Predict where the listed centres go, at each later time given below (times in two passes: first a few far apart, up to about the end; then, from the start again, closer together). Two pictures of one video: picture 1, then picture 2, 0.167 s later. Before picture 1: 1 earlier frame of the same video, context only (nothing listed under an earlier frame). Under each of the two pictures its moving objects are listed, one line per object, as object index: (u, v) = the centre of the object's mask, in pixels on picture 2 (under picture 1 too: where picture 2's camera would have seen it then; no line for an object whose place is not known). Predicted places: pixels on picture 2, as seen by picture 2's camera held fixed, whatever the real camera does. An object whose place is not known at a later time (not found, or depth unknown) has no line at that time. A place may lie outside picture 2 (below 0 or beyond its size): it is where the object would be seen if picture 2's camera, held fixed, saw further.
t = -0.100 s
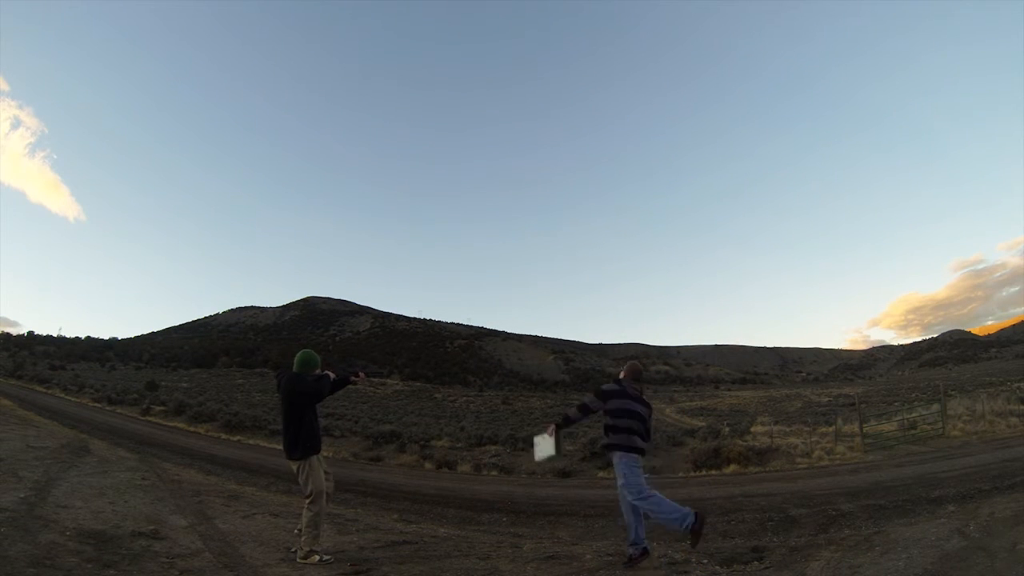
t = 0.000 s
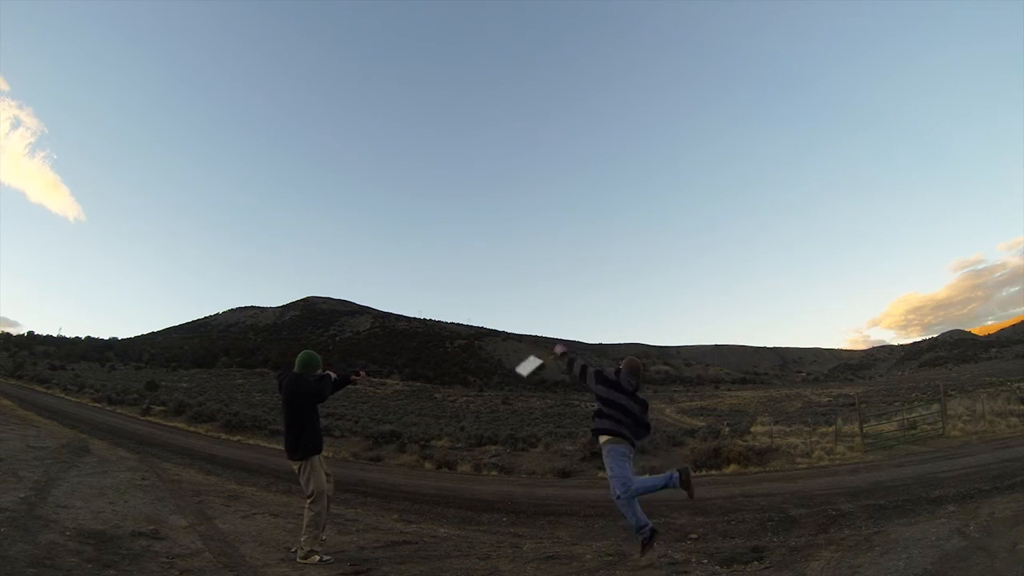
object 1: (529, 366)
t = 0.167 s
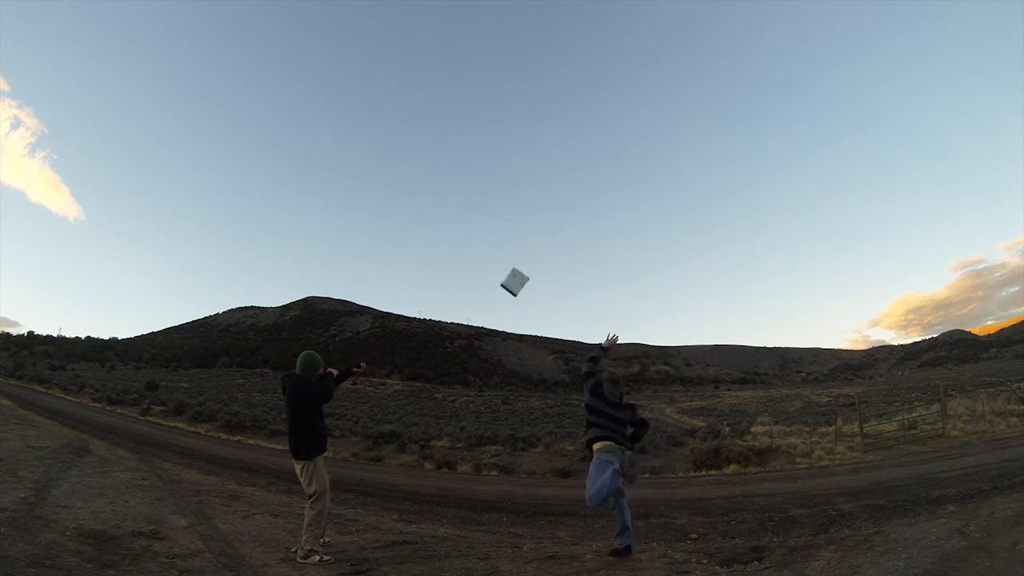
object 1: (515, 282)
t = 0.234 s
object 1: (510, 260)
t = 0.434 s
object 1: (499, 224)
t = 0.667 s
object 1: (491, 217)
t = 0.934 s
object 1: (484, 242)
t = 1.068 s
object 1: (483, 263)
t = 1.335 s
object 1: (482, 321)
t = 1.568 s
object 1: (481, 389)
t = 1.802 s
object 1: (482, 467)
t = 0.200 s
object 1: (512, 270)
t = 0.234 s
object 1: (510, 260)
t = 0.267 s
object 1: (507, 251)
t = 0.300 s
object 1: (505, 244)
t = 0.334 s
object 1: (503, 238)
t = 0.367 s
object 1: (502, 232)
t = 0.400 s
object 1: (500, 227)
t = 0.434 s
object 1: (499, 224)
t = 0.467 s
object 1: (497, 221)
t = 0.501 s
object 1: (496, 218)
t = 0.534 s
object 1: (495, 217)
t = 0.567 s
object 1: (494, 216)
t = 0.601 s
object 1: (493, 216)
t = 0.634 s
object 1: (492, 216)
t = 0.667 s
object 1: (491, 217)
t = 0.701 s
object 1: (490, 219)
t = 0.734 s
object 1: (489, 221)
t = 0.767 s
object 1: (488, 223)
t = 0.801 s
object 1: (487, 226)
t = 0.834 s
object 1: (486, 229)
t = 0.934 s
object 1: (484, 242)
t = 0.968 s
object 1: (484, 246)
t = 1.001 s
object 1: (483, 252)
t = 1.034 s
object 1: (483, 257)
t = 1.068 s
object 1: (483, 263)
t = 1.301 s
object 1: (482, 313)
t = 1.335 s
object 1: (482, 321)
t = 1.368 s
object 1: (482, 330)
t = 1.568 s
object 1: (481, 389)
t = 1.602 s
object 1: (481, 400)
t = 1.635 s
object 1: (481, 411)
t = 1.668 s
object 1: (481, 422)
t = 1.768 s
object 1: (481, 455)
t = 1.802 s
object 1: (482, 467)
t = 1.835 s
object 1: (484, 475)
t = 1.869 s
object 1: (485, 475)
